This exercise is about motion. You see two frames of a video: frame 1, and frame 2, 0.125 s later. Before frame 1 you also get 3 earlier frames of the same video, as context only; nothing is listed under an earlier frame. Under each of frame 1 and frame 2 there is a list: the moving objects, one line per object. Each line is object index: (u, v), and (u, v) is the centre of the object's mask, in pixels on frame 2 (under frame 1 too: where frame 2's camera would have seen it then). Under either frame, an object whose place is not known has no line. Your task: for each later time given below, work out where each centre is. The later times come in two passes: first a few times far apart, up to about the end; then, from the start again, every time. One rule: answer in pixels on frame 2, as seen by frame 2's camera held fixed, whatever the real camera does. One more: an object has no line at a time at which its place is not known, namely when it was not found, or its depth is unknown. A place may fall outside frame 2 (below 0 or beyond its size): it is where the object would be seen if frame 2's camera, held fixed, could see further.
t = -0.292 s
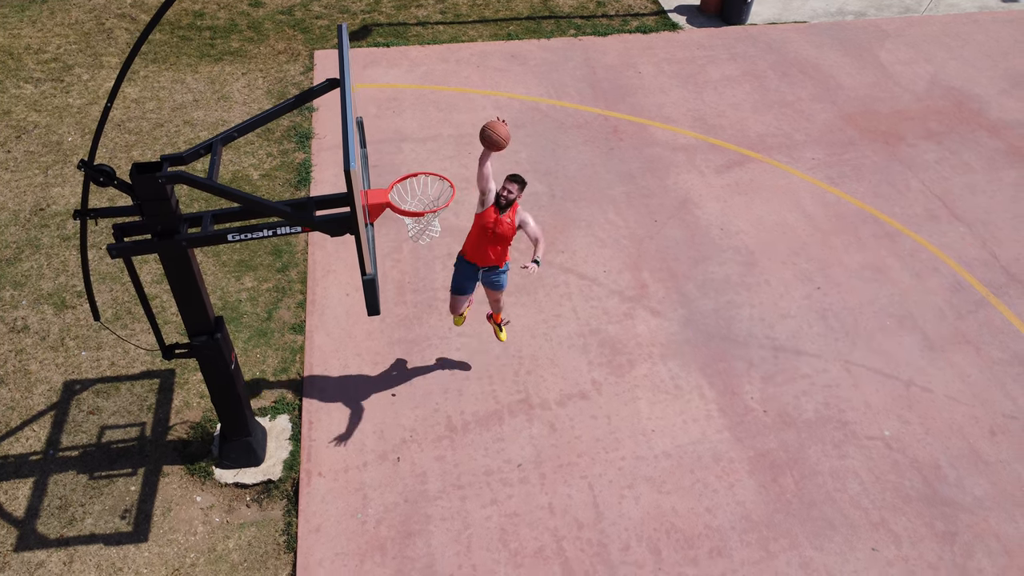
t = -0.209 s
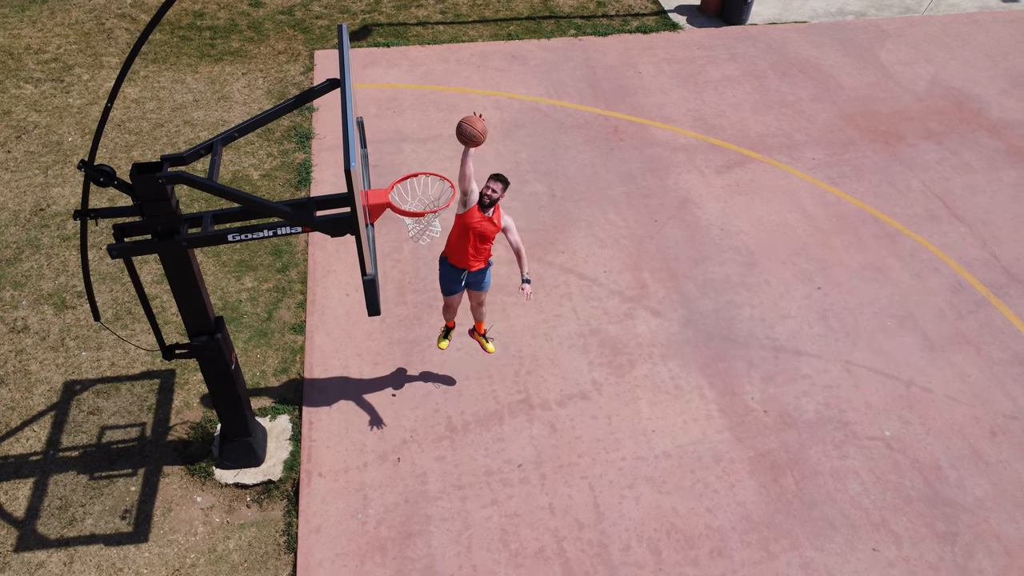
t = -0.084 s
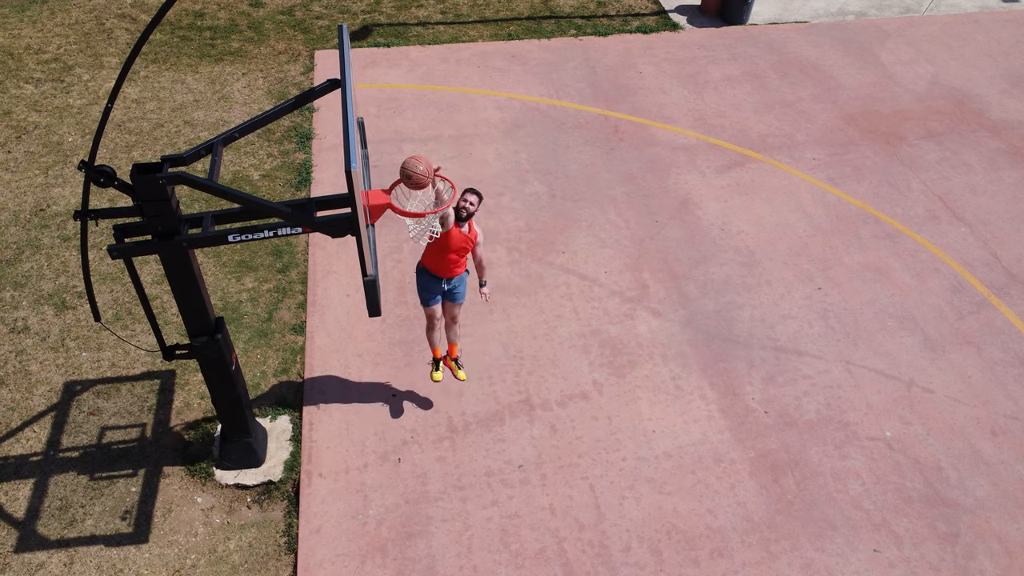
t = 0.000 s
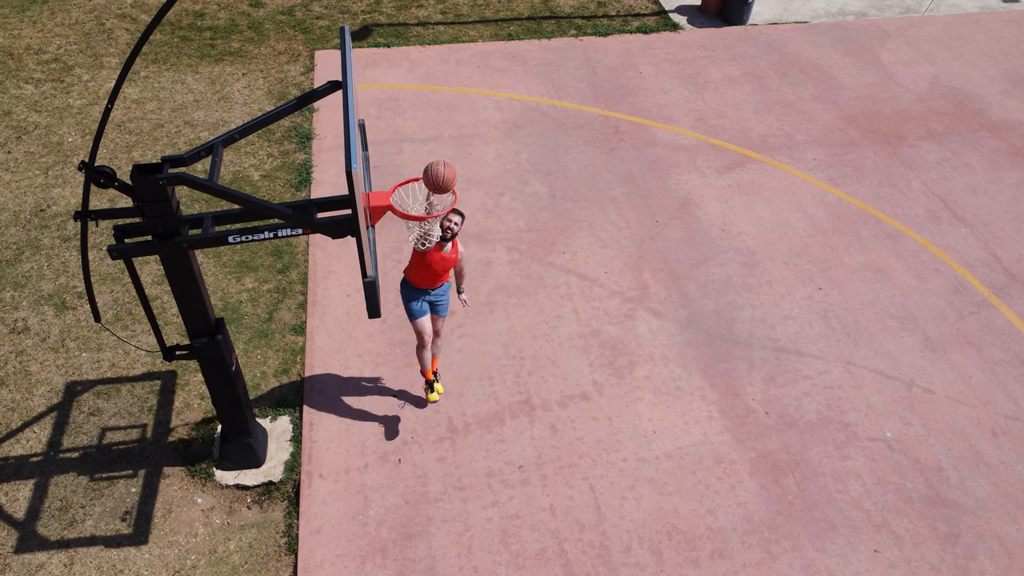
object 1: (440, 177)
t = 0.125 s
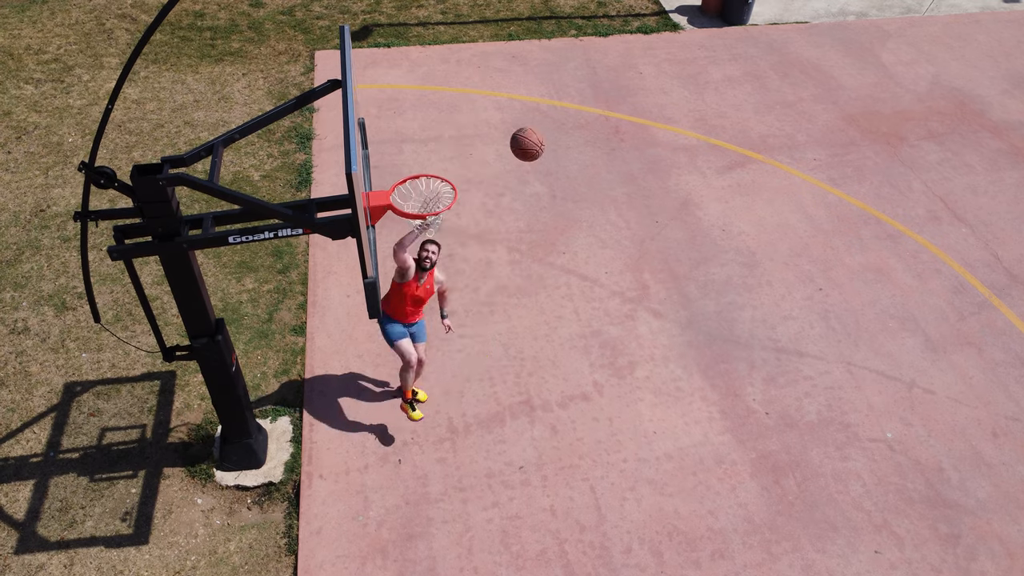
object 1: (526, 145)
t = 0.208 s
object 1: (585, 132)
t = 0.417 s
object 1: (721, 141)
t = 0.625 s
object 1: (829, 195)
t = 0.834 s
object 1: (901, 276)
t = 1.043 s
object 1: (953, 337)
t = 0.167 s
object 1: (556, 137)
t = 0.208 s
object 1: (585, 132)
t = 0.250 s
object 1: (614, 130)
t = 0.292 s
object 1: (642, 130)
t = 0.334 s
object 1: (669, 131)
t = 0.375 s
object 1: (696, 135)
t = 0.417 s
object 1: (721, 141)
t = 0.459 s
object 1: (744, 149)
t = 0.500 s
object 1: (767, 158)
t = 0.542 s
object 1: (789, 169)
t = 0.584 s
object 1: (809, 181)
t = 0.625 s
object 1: (829, 195)
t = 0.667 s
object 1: (846, 209)
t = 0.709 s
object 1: (862, 225)
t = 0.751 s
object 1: (876, 241)
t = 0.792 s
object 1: (890, 258)
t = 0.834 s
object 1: (901, 276)
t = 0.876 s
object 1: (911, 294)
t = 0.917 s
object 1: (920, 312)
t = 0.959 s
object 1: (929, 330)
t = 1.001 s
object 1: (935, 349)
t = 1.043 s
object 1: (953, 337)
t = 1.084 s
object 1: (975, 321)
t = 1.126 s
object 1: (996, 305)
